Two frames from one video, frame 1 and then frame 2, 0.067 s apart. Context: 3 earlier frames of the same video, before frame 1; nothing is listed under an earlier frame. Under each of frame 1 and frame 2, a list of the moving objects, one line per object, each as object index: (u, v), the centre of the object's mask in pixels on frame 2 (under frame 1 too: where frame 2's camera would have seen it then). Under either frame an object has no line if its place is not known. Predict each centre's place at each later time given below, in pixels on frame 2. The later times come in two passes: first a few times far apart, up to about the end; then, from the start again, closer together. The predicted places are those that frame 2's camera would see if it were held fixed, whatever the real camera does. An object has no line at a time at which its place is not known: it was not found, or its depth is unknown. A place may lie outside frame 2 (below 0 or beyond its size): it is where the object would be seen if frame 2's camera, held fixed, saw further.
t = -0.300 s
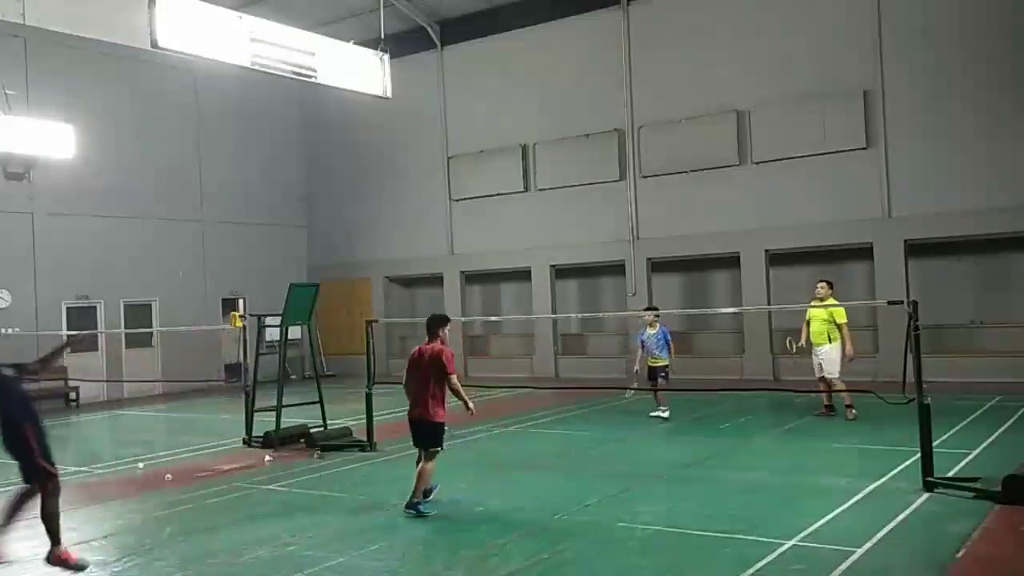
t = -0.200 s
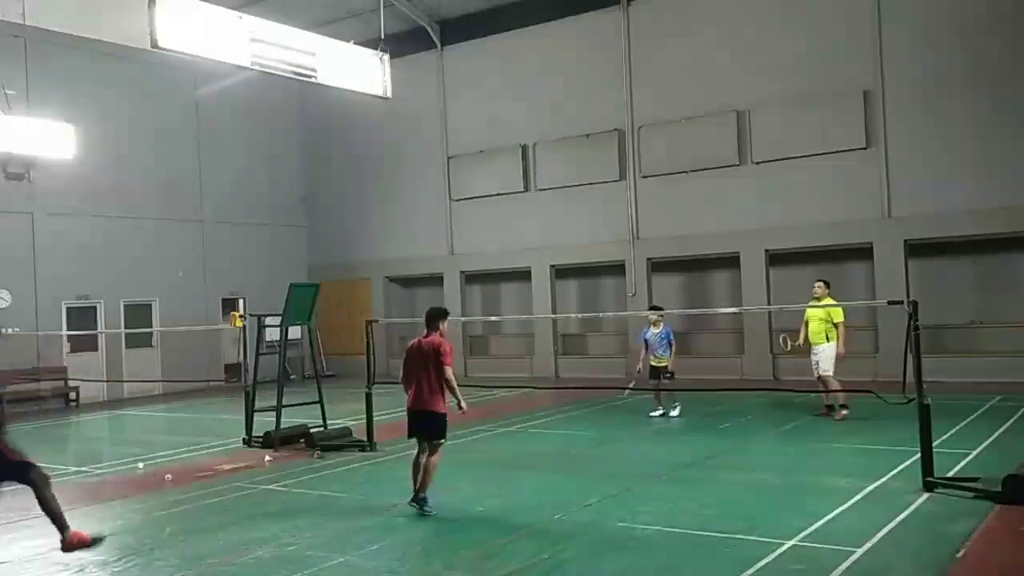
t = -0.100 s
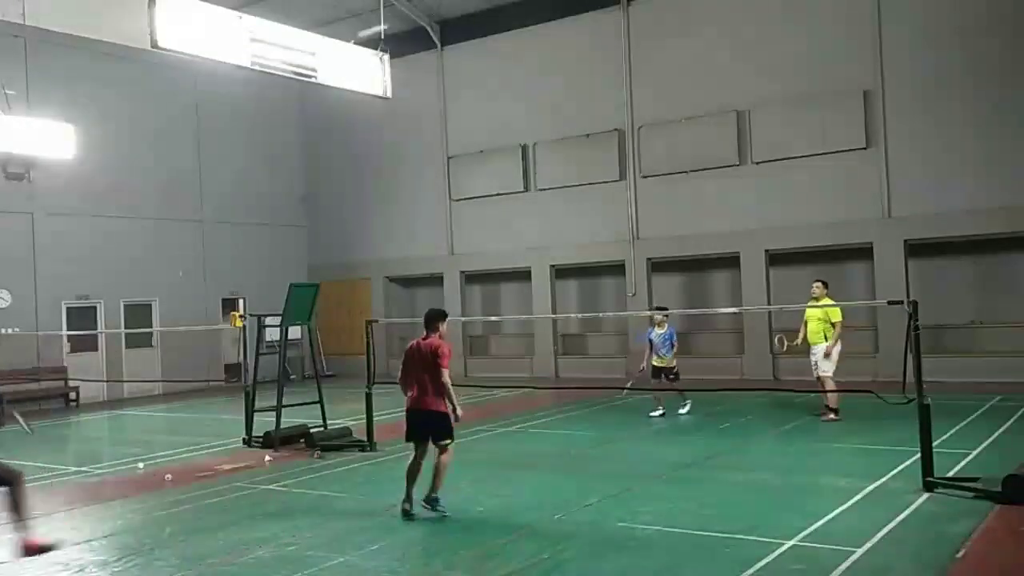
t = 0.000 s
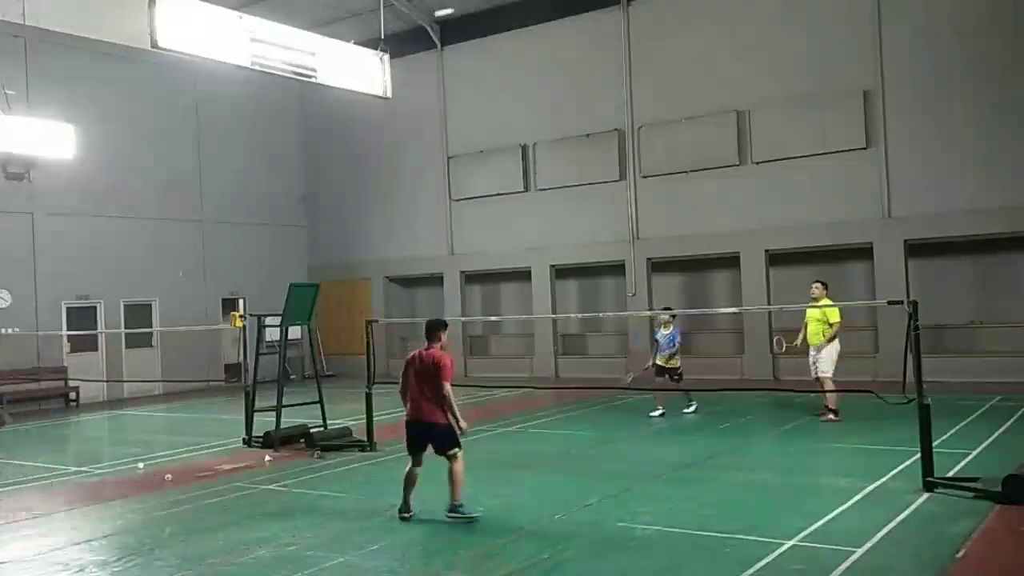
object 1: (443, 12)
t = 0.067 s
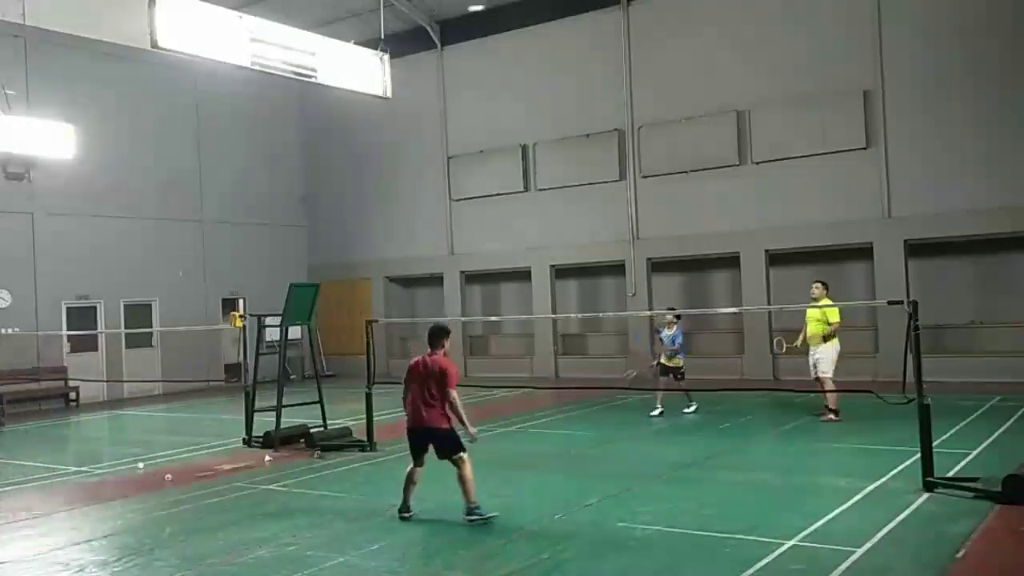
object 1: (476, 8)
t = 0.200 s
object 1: (522, 11)
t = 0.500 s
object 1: (587, 51)
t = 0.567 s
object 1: (597, 64)
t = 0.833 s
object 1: (632, 132)
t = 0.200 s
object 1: (522, 11)
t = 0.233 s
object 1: (531, 13)
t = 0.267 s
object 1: (540, 16)
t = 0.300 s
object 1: (547, 20)
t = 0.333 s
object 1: (555, 24)
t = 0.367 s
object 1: (562, 28)
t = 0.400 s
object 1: (568, 33)
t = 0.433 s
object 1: (575, 38)
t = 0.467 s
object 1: (581, 44)
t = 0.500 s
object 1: (587, 51)
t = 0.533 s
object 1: (592, 57)
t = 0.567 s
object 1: (597, 64)
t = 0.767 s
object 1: (625, 113)
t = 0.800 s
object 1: (629, 122)
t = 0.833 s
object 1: (632, 132)
